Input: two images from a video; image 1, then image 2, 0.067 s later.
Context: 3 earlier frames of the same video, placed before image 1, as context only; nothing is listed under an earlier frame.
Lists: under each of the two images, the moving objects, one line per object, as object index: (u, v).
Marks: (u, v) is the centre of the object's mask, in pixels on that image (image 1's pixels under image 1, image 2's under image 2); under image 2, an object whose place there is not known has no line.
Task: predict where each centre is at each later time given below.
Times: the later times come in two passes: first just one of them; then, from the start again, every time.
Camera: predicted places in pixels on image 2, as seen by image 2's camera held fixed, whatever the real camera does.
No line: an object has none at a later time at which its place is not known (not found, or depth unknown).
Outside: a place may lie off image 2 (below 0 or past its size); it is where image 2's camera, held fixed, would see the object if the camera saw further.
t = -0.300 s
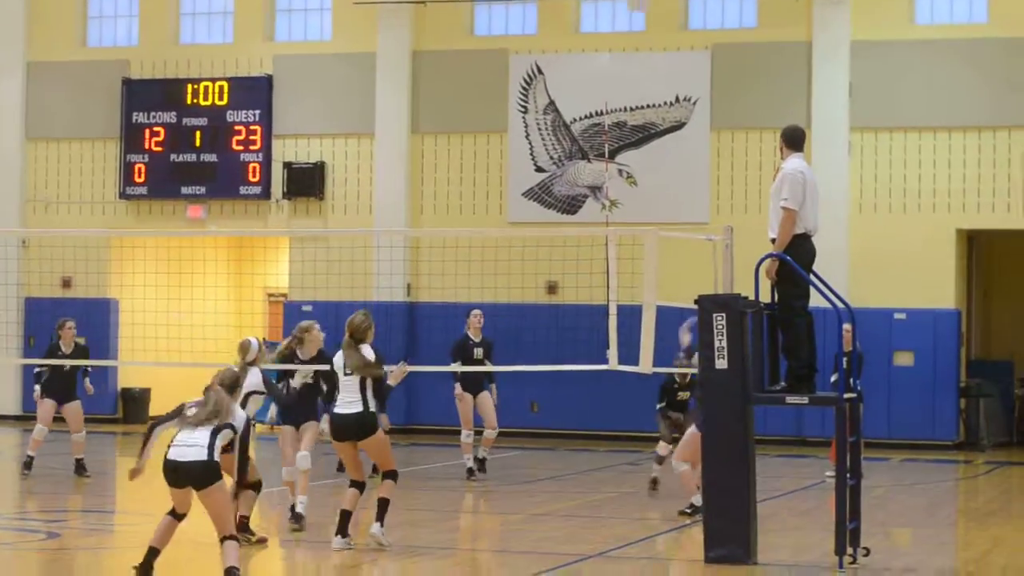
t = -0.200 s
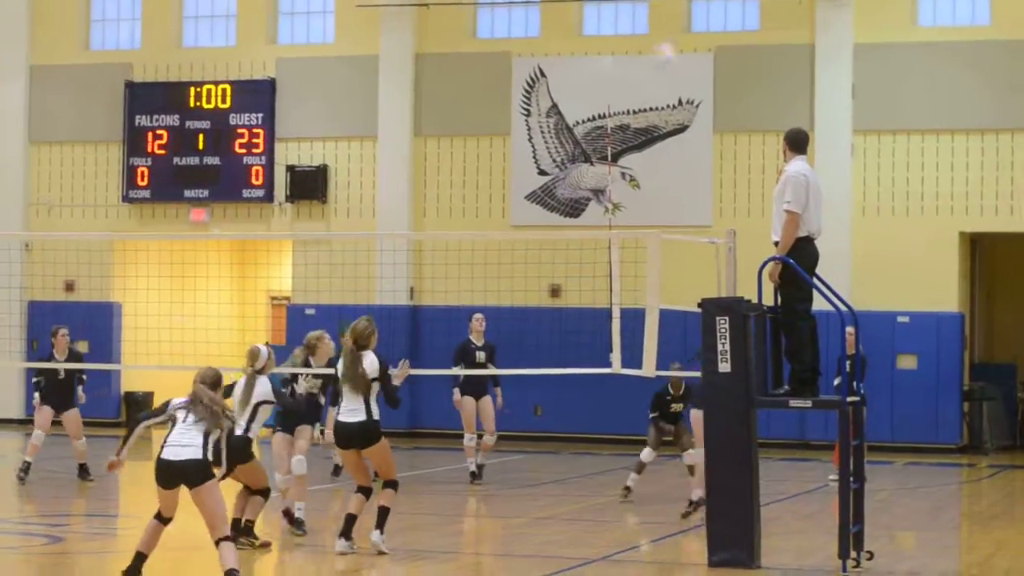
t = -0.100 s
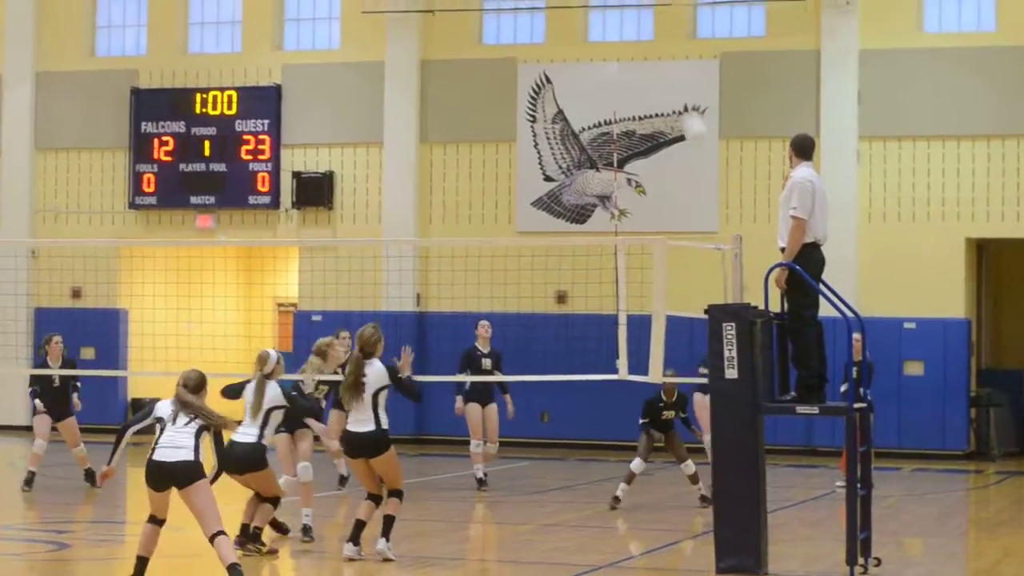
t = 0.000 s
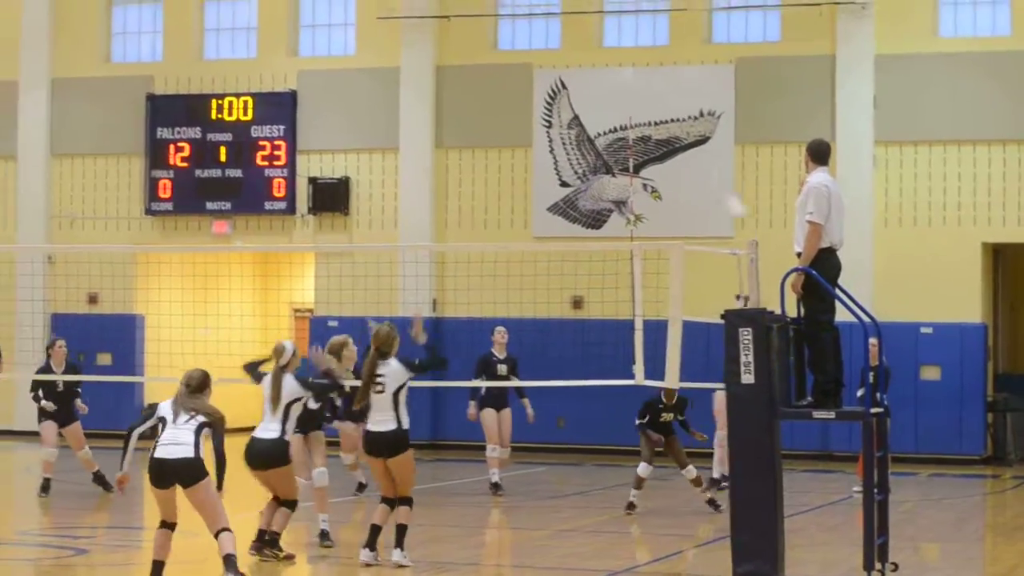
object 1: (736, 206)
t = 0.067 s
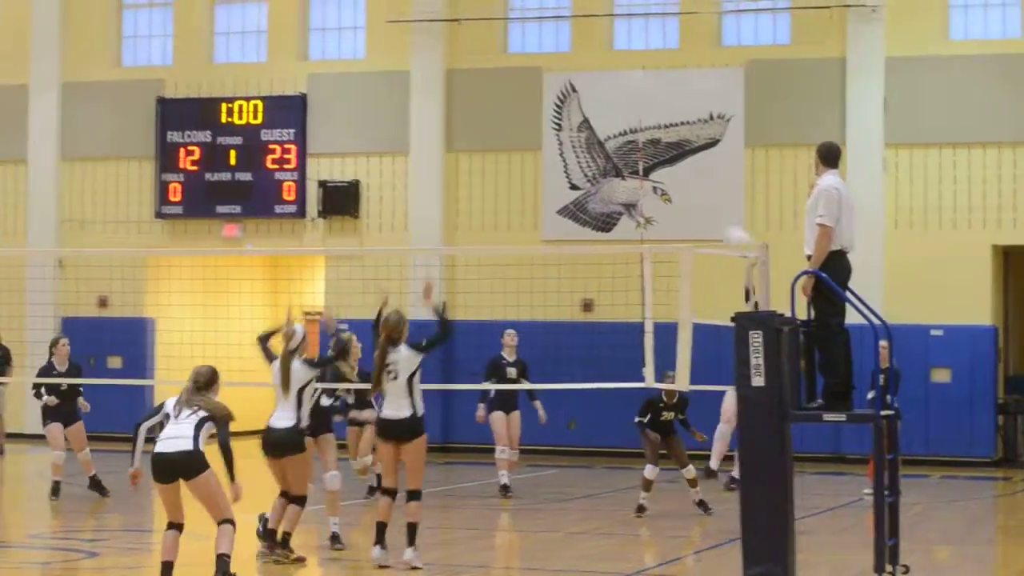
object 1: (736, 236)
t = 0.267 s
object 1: (568, 144)
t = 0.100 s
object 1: (710, 218)
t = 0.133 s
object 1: (683, 200)
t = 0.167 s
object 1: (655, 185)
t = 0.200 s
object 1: (625, 170)
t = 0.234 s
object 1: (599, 163)
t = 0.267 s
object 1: (568, 144)
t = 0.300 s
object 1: (538, 135)
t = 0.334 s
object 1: (509, 124)
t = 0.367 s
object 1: (480, 114)
